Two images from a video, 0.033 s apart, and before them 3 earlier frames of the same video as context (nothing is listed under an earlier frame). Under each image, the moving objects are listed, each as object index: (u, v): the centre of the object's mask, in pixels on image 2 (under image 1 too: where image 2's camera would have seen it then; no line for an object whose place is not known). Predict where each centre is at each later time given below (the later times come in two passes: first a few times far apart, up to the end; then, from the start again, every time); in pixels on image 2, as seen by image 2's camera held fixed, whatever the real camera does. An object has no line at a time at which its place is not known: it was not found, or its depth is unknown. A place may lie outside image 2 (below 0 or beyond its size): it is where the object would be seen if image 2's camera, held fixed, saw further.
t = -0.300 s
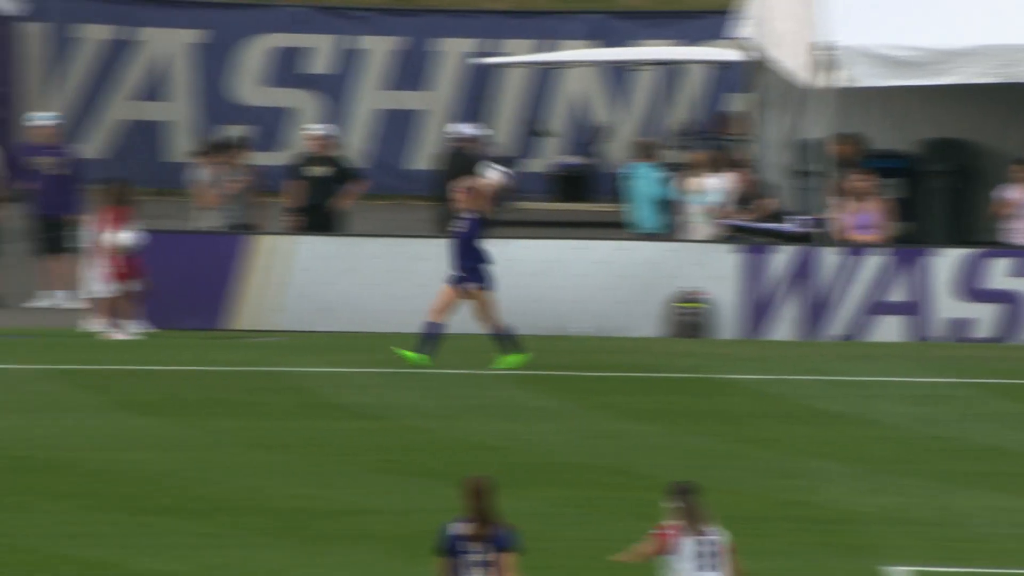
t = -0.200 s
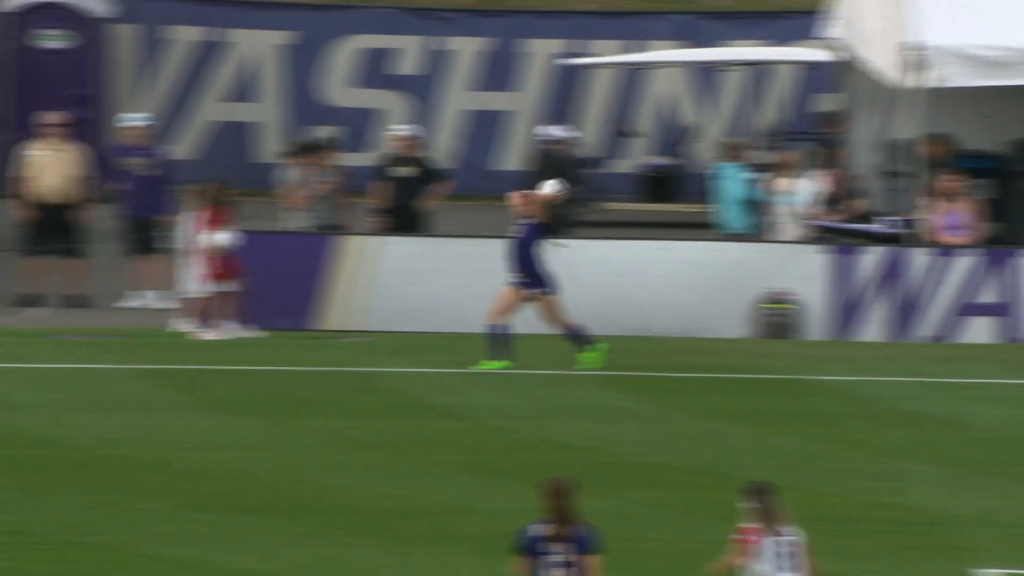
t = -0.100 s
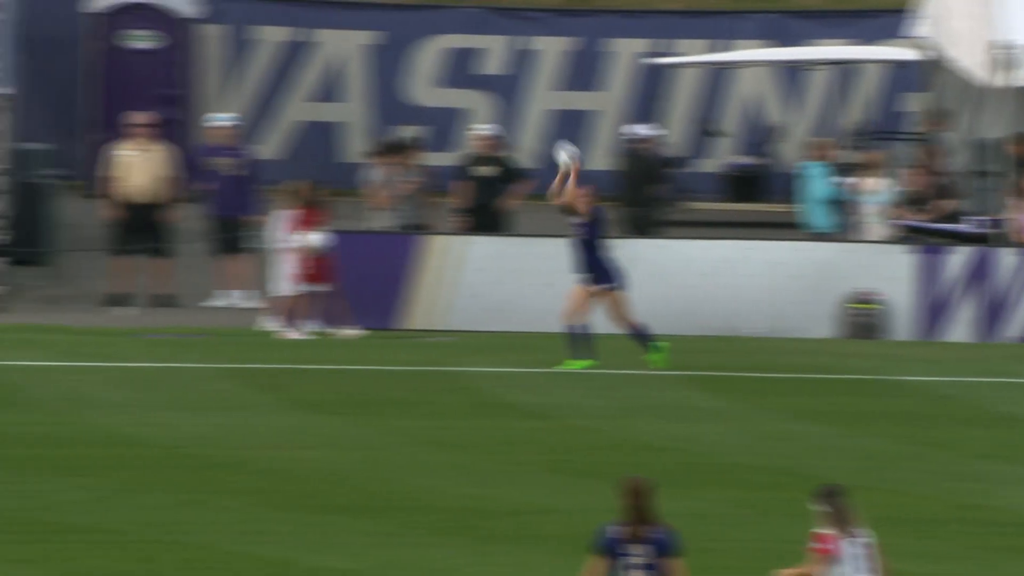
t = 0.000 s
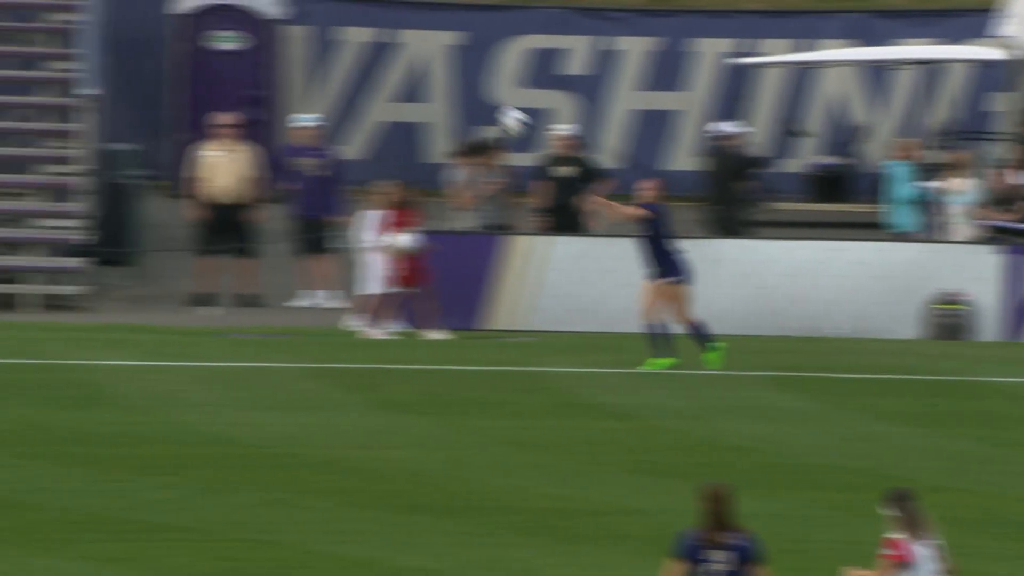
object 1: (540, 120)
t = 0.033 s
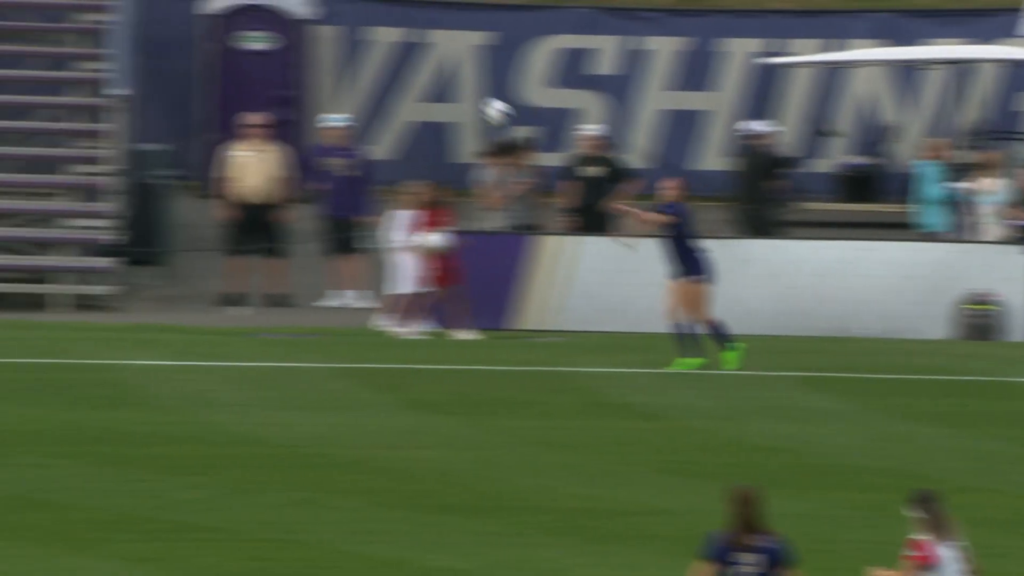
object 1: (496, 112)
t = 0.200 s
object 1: (260, 85)
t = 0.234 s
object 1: (211, 84)
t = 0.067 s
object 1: (448, 102)
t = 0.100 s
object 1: (402, 97)
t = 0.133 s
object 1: (355, 91)
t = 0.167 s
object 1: (307, 87)
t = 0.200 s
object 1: (260, 85)
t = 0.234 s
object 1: (211, 84)
